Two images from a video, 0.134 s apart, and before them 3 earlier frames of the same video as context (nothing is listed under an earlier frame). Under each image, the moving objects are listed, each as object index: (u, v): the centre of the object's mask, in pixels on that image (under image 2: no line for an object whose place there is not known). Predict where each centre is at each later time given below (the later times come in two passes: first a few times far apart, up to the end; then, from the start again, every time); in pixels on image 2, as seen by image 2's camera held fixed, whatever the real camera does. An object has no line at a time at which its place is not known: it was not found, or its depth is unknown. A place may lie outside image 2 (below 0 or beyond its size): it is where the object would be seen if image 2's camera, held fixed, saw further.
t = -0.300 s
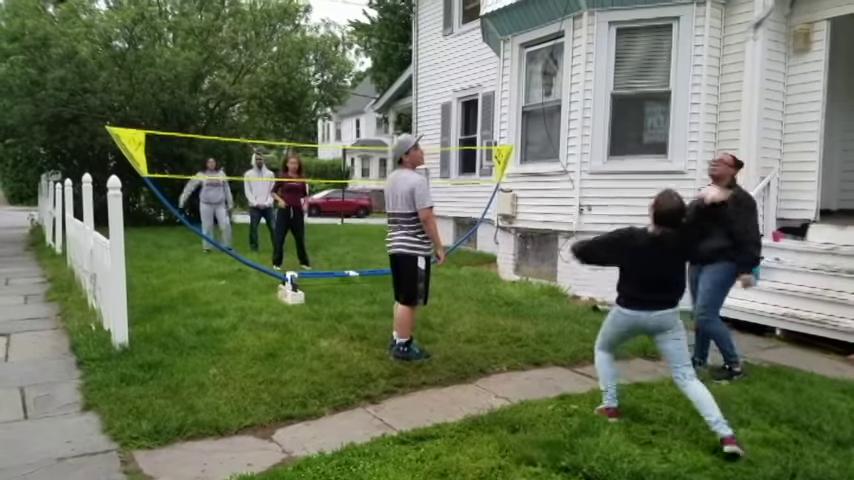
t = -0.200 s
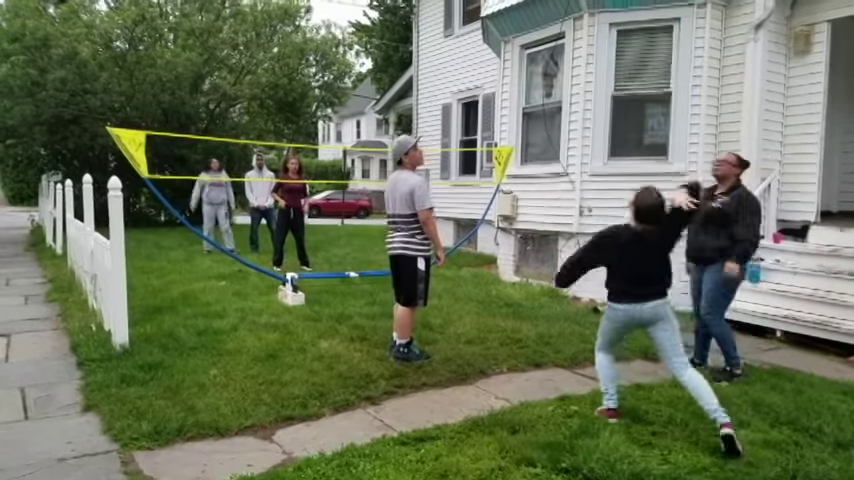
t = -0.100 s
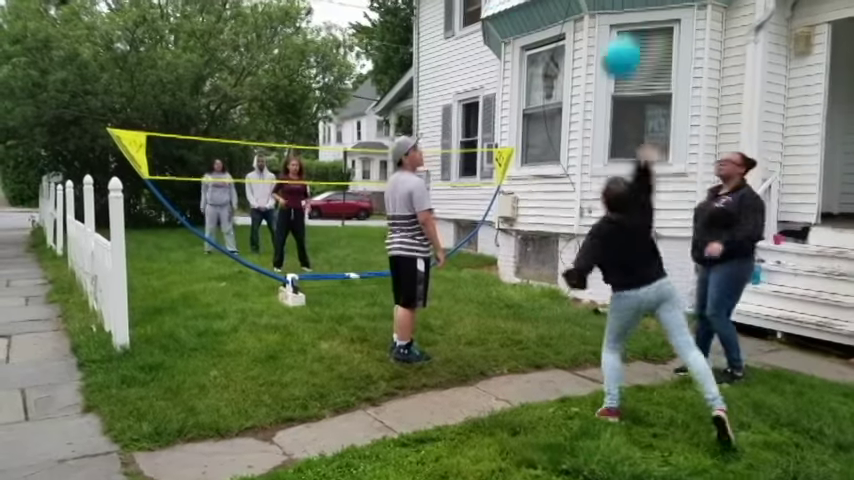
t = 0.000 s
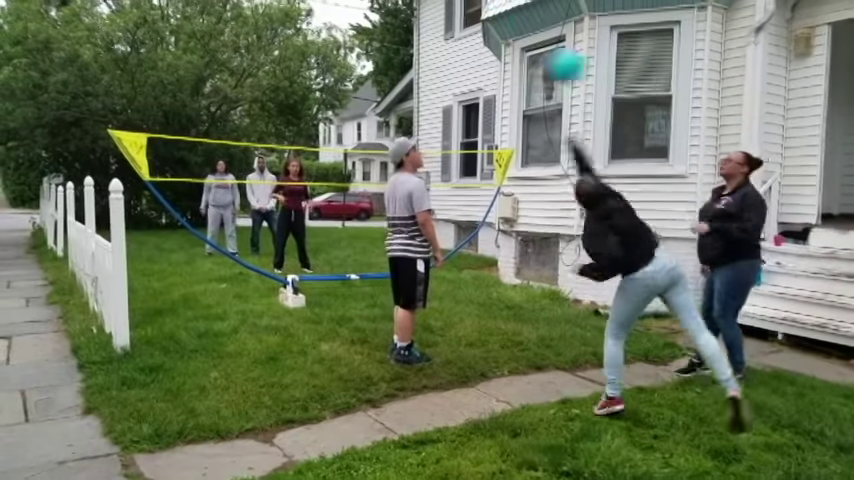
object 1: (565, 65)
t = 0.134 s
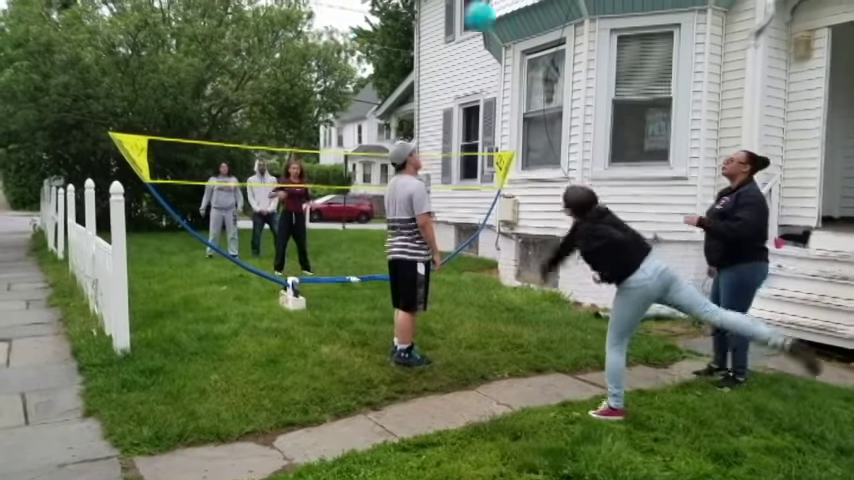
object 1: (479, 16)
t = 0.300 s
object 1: (416, 3)
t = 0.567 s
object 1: (350, 30)
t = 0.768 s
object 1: (314, 77)
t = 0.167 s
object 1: (466, 12)
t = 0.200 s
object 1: (452, 8)
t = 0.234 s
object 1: (440, 6)
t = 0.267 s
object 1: (428, 4)
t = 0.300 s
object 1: (416, 3)
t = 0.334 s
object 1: (407, 3)
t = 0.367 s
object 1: (398, 3)
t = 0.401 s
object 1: (388, 4)
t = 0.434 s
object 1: (381, 6)
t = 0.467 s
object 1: (372, 11)
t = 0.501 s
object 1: (363, 18)
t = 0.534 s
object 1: (356, 23)
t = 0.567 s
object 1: (350, 30)
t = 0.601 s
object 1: (342, 38)
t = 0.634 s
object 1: (337, 43)
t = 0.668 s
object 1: (330, 51)
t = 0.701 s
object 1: (326, 59)
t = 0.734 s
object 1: (321, 67)
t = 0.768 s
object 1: (314, 77)
